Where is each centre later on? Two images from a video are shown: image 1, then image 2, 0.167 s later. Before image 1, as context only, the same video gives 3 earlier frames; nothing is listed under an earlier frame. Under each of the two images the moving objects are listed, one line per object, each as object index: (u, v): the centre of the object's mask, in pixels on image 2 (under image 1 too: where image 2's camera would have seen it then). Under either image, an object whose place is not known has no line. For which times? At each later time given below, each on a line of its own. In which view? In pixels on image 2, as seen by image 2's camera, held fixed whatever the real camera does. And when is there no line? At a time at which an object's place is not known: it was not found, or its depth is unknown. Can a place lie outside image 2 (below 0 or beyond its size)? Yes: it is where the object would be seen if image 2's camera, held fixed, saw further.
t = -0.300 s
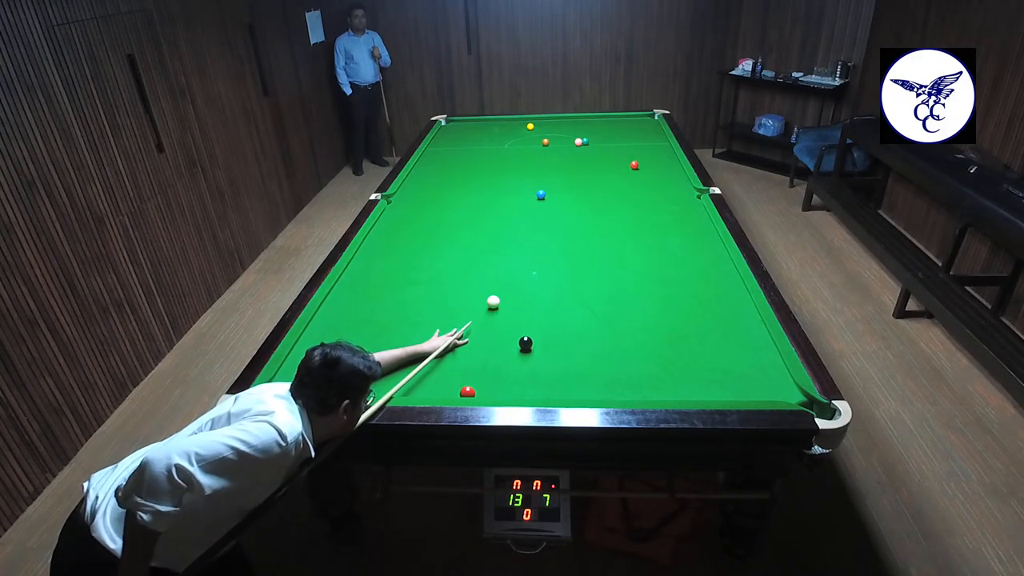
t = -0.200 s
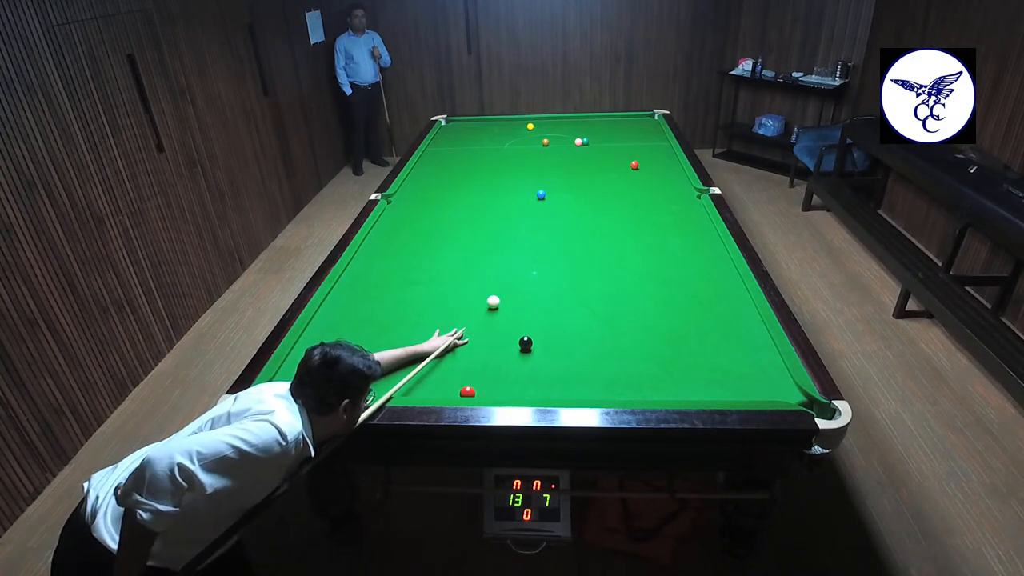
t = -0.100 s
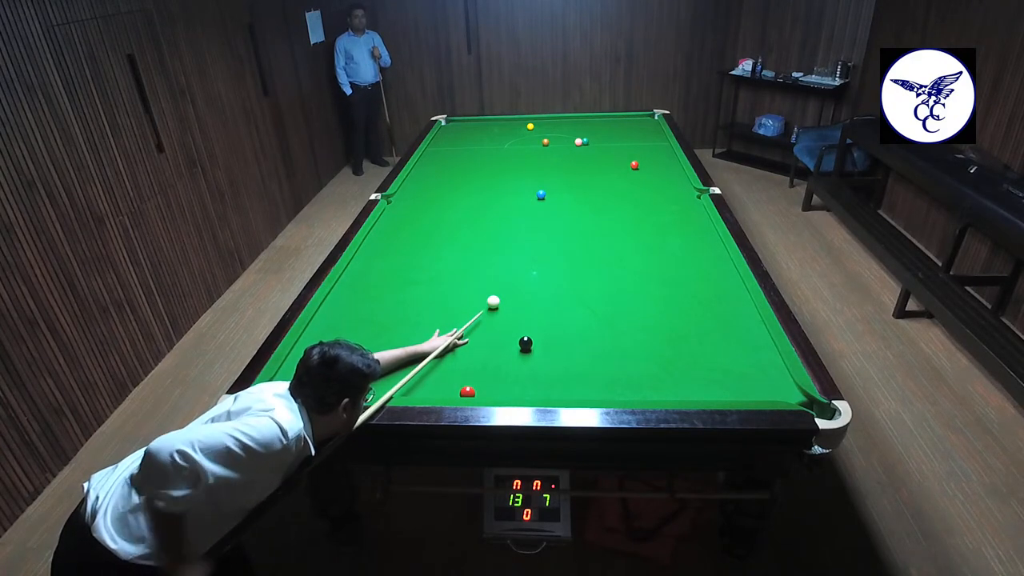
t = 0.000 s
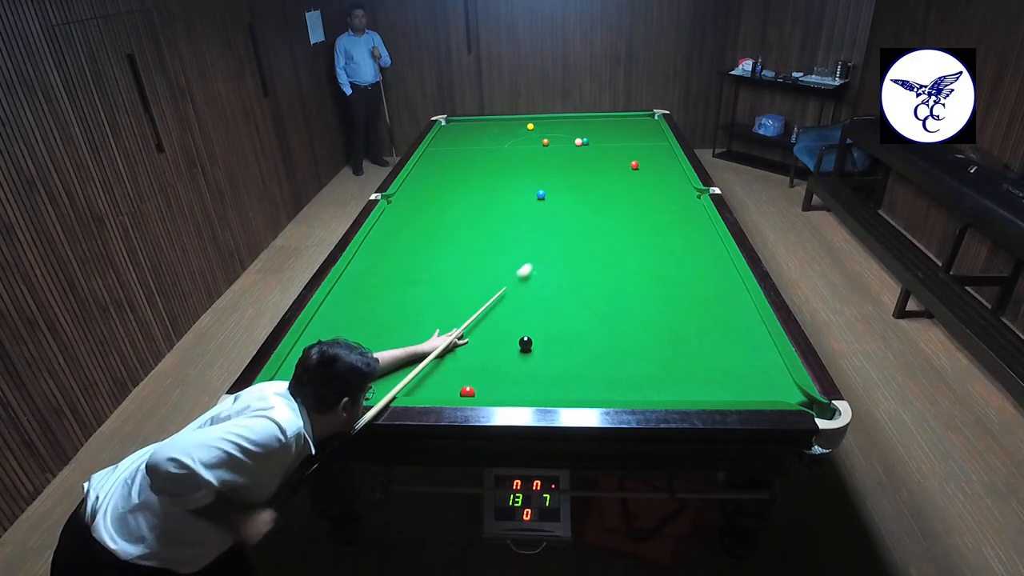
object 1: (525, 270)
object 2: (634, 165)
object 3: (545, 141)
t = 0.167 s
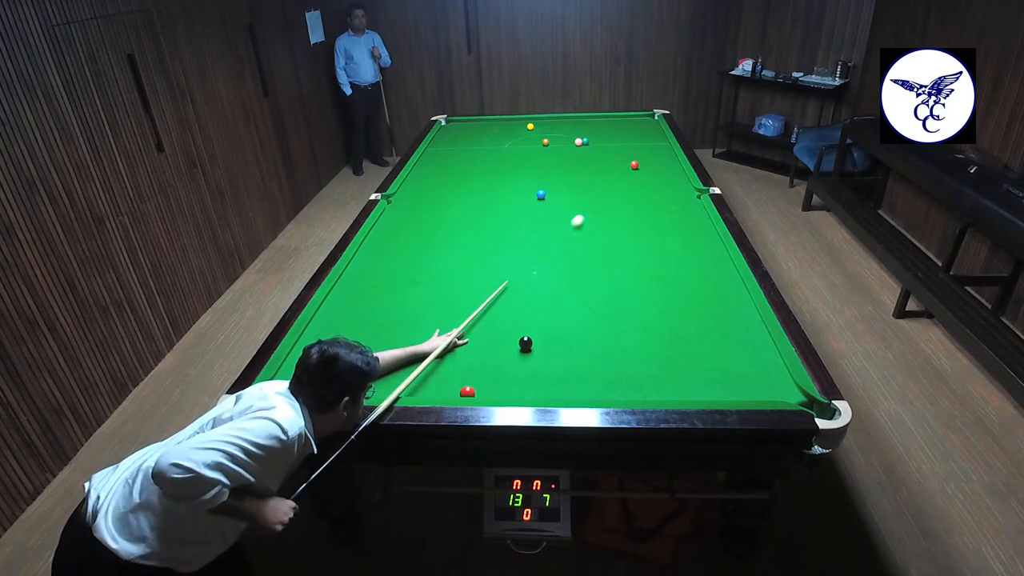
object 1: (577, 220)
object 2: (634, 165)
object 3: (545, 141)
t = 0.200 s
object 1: (585, 213)
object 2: (634, 165)
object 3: (545, 141)
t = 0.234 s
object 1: (593, 206)
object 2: (634, 165)
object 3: (545, 141)
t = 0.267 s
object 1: (600, 199)
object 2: (634, 165)
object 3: (545, 141)
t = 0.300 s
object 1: (606, 193)
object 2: (634, 165)
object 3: (545, 141)
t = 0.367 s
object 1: (618, 182)
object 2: (634, 165)
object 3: (545, 141)
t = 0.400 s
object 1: (624, 176)
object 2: (634, 165)
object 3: (545, 141)
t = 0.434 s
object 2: (635, 164)
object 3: (545, 141)
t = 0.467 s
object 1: (635, 167)
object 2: (634, 162)
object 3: (545, 141)
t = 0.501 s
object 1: (640, 167)
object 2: (634, 160)
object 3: (545, 141)
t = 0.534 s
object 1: (644, 167)
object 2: (635, 156)
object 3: (545, 141)
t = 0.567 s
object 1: (649, 167)
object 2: (635, 152)
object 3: (545, 141)
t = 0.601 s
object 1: (654, 166)
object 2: (635, 148)
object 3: (545, 141)
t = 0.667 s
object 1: (663, 165)
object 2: (636, 142)
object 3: (545, 141)
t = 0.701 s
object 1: (667, 164)
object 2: (636, 139)
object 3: (545, 141)
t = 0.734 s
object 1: (672, 163)
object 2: (636, 136)
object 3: (545, 141)
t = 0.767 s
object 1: (676, 162)
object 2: (636, 134)
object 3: (545, 141)
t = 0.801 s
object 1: (672, 161)
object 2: (636, 131)
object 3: (545, 141)
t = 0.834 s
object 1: (668, 161)
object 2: (637, 129)
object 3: (545, 141)
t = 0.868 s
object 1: (664, 160)
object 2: (637, 126)
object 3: (545, 141)
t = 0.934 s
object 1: (657, 159)
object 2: (637, 123)
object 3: (545, 141)
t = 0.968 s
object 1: (654, 159)
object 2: (637, 120)
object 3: (545, 141)
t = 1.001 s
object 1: (651, 158)
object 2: (637, 119)
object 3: (545, 141)
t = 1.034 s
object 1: (647, 157)
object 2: (637, 117)
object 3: (545, 141)
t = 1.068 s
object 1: (644, 157)
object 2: (638, 116)
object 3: (545, 141)
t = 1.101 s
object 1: (641, 156)
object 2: (639, 117)
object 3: (545, 141)
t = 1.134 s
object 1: (638, 156)
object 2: (641, 119)
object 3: (545, 141)
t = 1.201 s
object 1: (632, 155)
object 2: (643, 122)
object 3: (545, 141)
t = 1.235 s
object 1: (628, 154)
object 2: (645, 123)
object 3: (545, 141)
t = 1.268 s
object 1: (625, 154)
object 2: (646, 125)
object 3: (545, 141)
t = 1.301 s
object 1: (622, 153)
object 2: (648, 126)
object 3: (545, 141)
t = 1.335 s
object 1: (619, 153)
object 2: (649, 127)
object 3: (545, 141)
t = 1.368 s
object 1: (616, 152)
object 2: (651, 129)
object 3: (545, 141)
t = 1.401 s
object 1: (614, 152)
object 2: (652, 131)
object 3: (545, 141)
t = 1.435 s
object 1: (611, 151)
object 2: (654, 132)
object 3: (545, 141)
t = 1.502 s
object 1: (605, 150)
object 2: (657, 135)
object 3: (545, 141)
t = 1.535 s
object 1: (602, 150)
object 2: (658, 136)
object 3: (545, 141)
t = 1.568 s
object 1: (600, 150)
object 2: (660, 138)
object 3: (545, 141)
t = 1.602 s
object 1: (597, 149)
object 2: (661, 139)
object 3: (545, 141)
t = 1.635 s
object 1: (594, 149)
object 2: (663, 141)
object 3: (545, 141)
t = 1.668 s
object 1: (591, 148)
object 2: (665, 143)
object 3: (545, 141)
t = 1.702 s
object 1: (589, 148)
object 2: (666, 144)
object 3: (545, 141)
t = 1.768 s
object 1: (584, 147)
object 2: (669, 148)
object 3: (545, 141)
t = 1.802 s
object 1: (581, 147)
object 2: (669, 149)
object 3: (545, 141)
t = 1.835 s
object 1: (579, 146)
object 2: (669, 151)
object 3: (545, 141)
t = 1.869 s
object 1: (576, 146)
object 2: (670, 152)
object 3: (545, 142)
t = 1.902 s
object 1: (573, 145)
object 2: (670, 154)
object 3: (545, 142)
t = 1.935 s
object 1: (571, 145)
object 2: (670, 156)
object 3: (545, 141)
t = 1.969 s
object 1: (569, 145)
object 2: (670, 157)
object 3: (545, 142)
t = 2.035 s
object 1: (564, 144)
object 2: (671, 161)
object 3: (545, 142)
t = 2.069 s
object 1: (562, 143)
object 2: (672, 163)
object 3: (545, 142)
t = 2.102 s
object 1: (559, 143)
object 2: (672, 165)
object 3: (545, 142)
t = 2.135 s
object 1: (557, 142)
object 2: (672, 166)
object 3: (545, 142)
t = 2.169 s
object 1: (555, 142)
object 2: (673, 168)
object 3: (545, 142)
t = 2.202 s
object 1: (553, 142)
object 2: (673, 170)
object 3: (545, 142)
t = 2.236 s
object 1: (552, 142)
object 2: (673, 172)
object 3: (543, 142)
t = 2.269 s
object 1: (552, 141)
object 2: (674, 174)
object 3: (542, 142)
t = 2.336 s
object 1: (551, 141)
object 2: (675, 178)
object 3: (539, 142)
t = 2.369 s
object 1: (551, 140)
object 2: (675, 180)
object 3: (538, 142)
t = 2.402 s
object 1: (550, 140)
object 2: (675, 182)
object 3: (536, 142)
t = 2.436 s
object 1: (550, 140)
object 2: (676, 184)
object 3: (535, 142)
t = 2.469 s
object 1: (549, 139)
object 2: (676, 186)
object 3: (534, 142)
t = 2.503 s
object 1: (549, 139)
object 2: (677, 188)
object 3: (532, 142)
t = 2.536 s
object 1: (549, 139)
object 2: (677, 190)
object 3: (531, 142)
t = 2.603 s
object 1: (548, 138)
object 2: (678, 195)
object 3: (528, 142)
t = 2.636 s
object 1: (548, 138)
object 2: (679, 197)
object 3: (527, 142)
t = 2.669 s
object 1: (547, 138)
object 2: (679, 199)
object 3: (526, 142)
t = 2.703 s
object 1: (547, 138)
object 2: (679, 202)
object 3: (525, 142)
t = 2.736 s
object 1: (547, 137)
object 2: (680, 204)
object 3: (523, 142)
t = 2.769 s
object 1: (546, 137)
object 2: (680, 206)
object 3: (522, 142)
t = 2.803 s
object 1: (546, 137)
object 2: (681, 209)
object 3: (521, 142)
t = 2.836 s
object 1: (546, 137)
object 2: (681, 211)
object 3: (520, 142)
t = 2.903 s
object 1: (545, 136)
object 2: (682, 216)
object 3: (518, 142)
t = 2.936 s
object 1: (545, 136)
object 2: (683, 219)
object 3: (516, 142)
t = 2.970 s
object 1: (545, 136)
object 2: (683, 221)
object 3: (515, 142)
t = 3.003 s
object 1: (544, 136)
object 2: (684, 224)
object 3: (515, 142)
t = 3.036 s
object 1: (544, 135)
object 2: (684, 226)
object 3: (513, 142)
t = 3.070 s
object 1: (544, 135)
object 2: (685, 229)
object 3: (512, 142)
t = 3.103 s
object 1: (543, 135)
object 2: (685, 232)
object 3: (511, 142)
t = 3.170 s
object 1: (543, 134)
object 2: (687, 238)
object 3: (509, 142)
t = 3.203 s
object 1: (542, 134)
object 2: (687, 241)
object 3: (508, 142)
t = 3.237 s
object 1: (542, 134)
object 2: (688, 243)
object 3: (507, 142)
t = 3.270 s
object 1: (542, 134)
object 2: (688, 246)
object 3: (506, 142)
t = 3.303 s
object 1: (542, 134)
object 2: (689, 250)
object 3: (505, 142)
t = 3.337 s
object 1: (542, 134)
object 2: (689, 253)
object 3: (504, 142)
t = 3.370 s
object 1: (541, 133)
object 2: (690, 256)
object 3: (503, 142)
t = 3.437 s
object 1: (541, 133)
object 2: (691, 262)
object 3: (502, 142)
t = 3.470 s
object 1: (541, 133)
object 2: (692, 265)
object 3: (500, 141)
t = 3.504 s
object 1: (541, 133)
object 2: (692, 269)
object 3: (500, 141)
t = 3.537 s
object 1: (540, 133)
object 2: (693, 272)
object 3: (499, 142)
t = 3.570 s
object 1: (540, 132)
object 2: (694, 276)
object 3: (498, 142)
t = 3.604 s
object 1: (540, 132)
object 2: (695, 279)
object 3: (497, 142)
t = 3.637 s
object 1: (540, 132)
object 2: (695, 282)
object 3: (496, 141)
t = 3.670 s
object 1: (540, 132)
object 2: (696, 286)
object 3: (496, 141)
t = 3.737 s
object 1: (539, 132)
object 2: (697, 293)
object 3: (494, 142)
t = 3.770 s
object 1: (539, 132)
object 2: (698, 297)
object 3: (493, 141)
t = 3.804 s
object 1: (539, 131)
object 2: (699, 301)
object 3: (492, 142)
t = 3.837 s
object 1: (539, 131)
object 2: (700, 305)
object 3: (492, 142)
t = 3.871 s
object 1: (539, 131)
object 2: (700, 309)
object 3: (491, 141)
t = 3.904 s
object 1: (539, 131)
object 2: (701, 313)
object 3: (490, 141)
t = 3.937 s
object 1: (539, 131)
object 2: (701, 318)
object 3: (489, 141)
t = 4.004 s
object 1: (538, 131)
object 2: (703, 326)
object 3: (488, 141)
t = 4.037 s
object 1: (538, 130)
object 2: (704, 330)
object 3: (487, 141)
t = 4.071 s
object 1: (538, 130)
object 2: (705, 335)
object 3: (487, 141)
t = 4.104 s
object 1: (538, 130)
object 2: (706, 339)
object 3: (486, 141)
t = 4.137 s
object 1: (538, 130)
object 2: (707, 344)
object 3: (486, 141)
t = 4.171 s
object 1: (538, 130)
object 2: (707, 349)
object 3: (485, 141)
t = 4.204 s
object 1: (538, 130)
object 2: (708, 353)
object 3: (485, 141)
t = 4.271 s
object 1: (537, 130)
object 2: (710, 363)
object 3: (483, 141)
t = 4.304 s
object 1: (537, 130)
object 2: (711, 368)
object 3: (483, 141)
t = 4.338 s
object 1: (537, 130)
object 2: (712, 374)
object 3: (482, 141)
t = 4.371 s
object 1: (537, 130)
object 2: (713, 379)
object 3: (482, 141)
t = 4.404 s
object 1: (537, 130)
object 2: (714, 384)
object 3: (481, 141)
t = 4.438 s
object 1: (537, 130)
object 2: (715, 389)
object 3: (481, 141)
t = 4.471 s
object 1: (537, 130)
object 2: (716, 393)
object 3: (480, 141)
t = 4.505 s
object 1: (537, 130)
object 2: (715, 392)
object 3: (480, 141)
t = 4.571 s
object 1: (537, 129)
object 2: (711, 386)
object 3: (479, 141)
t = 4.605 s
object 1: (537, 130)
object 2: (710, 382)
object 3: (479, 141)
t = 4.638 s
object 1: (536, 129)
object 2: (708, 379)
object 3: (478, 141)
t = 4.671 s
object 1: (537, 129)
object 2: (706, 376)
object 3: (478, 141)
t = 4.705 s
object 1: (536, 129)
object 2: (705, 372)
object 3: (477, 141)
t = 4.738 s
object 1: (536, 129)
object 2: (703, 369)
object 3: (477, 141)
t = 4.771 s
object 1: (536, 129)
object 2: (702, 366)
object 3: (477, 141)
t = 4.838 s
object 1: (536, 129)
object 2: (699, 359)
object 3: (476, 141)
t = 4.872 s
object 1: (536, 129)
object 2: (698, 357)
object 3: (476, 141)
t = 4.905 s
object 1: (536, 129)
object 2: (696, 354)
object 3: (475, 141)
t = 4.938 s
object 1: (536, 129)
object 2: (695, 351)
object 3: (475, 141)
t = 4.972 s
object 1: (536, 129)
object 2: (693, 348)
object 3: (475, 141)
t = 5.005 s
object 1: (536, 129)
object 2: (692, 345)
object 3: (475, 141)
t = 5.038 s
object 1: (536, 129)
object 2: (691, 342)
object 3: (474, 141)
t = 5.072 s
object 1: (536, 129)
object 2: (690, 340)
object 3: (474, 141)
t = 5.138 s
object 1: (536, 129)
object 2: (687, 334)
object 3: (474, 141)
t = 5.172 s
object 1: (536, 129)
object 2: (686, 332)
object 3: (474, 141)
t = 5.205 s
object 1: (536, 129)
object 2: (685, 330)
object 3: (473, 141)
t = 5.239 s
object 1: (536, 129)
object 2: (684, 327)
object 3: (473, 141)
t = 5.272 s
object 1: (536, 129)
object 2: (683, 325)
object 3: (473, 141)
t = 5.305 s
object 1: (536, 129)
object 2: (681, 322)
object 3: (473, 141)
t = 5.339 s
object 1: (536, 129)
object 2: (680, 320)
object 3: (473, 141)
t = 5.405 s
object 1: (536, 129)
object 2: (678, 316)
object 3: (473, 141)
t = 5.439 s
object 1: (536, 129)
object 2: (677, 314)
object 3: (472, 141)
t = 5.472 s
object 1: (536, 129)
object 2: (677, 312)
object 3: (472, 141)
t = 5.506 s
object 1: (536, 129)
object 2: (676, 310)
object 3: (472, 141)
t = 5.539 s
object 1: (536, 129)
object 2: (675, 308)
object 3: (472, 141)
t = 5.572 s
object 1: (536, 129)
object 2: (674, 306)
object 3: (472, 141)
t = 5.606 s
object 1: (536, 129)
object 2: (673, 304)
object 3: (472, 141)
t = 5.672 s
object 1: (536, 129)
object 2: (671, 300)
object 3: (472, 141)
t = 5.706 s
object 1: (536, 129)
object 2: (671, 298)
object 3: (472, 141)
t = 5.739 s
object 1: (536, 129)
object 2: (670, 296)
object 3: (472, 141)
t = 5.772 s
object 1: (536, 129)
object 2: (669, 295)
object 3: (472, 141)
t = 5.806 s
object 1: (536, 129)
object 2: (668, 293)
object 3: (472, 141)
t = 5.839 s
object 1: (536, 129)
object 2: (667, 291)
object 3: (472, 141)
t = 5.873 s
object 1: (536, 129)
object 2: (667, 290)
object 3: (472, 141)
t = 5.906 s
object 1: (536, 129)
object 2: (666, 288)
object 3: (472, 141)
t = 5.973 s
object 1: (536, 129)
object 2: (664, 285)
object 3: (472, 141)
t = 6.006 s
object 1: (536, 129)
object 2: (664, 283)
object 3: (472, 141)
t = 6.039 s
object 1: (536, 129)
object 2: (663, 282)
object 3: (472, 141)
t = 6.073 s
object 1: (536, 129)
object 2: (662, 280)
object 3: (472, 141)
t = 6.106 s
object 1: (536, 129)
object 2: (662, 278)
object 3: (472, 141)
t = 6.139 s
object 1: (536, 129)
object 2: (661, 277)
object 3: (472, 141)
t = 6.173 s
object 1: (536, 129)
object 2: (660, 276)
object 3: (472, 141)
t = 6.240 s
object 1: (536, 129)
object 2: (659, 273)
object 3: (472, 141)
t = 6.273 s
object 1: (536, 129)
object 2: (659, 272)
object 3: (472, 141)
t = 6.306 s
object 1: (536, 129)
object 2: (658, 270)
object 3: (472, 141)
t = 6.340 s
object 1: (536, 129)
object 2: (657, 269)
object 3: (472, 141)
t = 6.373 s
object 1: (536, 129)
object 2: (657, 268)
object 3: (472, 141)
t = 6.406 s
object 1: (536, 129)
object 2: (656, 266)
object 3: (472, 141)
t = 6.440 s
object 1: (536, 129)
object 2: (656, 265)
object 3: (472, 141)
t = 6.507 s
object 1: (536, 129)
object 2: (655, 263)
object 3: (472, 141)
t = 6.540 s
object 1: (536, 129)
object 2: (654, 262)
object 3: (472, 141)
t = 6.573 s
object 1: (536, 129)
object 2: (654, 260)
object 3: (472, 141)
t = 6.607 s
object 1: (536, 129)
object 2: (653, 259)
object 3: (472, 141)
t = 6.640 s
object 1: (536, 129)
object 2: (653, 258)
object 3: (472, 141)
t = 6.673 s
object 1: (536, 129)
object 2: (652, 257)
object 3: (472, 141)
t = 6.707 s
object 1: (536, 129)
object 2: (652, 256)
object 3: (472, 141)
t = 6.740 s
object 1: (536, 129)
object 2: (651, 255)
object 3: (472, 141)
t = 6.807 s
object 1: (536, 129)
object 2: (650, 253)
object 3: (472, 141)
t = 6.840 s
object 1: (536, 129)
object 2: (650, 252)
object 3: (472, 141)
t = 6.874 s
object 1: (536, 129)
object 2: (649, 251)
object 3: (472, 141)
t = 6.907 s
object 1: (536, 129)
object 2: (649, 250)
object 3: (472, 141)
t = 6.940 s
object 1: (536, 129)
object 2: (648, 249)
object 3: (472, 141)
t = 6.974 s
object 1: (536, 129)
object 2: (648, 248)
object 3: (472, 141)
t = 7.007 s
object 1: (536, 129)
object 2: (647, 247)
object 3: (472, 141)
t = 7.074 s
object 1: (536, 129)
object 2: (647, 245)
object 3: (472, 141)
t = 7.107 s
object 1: (536, 129)
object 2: (646, 244)
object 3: (472, 141)
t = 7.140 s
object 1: (536, 129)
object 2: (646, 244)
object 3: (472, 141)
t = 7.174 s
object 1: (536, 129)
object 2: (646, 243)
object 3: (472, 141)
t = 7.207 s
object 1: (536, 129)
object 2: (645, 242)
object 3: (472, 141)
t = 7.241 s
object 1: (536, 129)
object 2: (645, 241)
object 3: (472, 141)
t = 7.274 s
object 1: (536, 129)
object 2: (644, 240)
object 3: (472, 141)
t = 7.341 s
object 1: (536, 129)
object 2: (644, 239)
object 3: (472, 141)
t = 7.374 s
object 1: (536, 129)
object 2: (643, 238)
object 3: (472, 141)
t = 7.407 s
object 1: (536, 129)
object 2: (643, 237)
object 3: (472, 141)
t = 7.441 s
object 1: (536, 129)
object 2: (642, 236)
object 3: (472, 141)
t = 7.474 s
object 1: (536, 129)
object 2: (642, 236)
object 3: (472, 141)
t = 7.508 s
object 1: (536, 129)
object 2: (642, 235)
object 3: (472, 141)
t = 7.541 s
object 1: (536, 129)
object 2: (642, 234)
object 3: (472, 141)
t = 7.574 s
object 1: (536, 129)
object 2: (641, 233)
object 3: (472, 141)
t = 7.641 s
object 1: (536, 129)
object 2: (640, 232)
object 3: (472, 141)
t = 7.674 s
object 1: (536, 129)
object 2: (640, 232)
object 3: (472, 141)
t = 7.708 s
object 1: (536, 129)
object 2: (640, 231)
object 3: (472, 141)
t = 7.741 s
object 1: (536, 129)
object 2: (640, 230)
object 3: (472, 141)
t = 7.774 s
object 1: (536, 129)
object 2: (639, 230)
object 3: (472, 141)
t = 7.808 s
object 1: (536, 129)
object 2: (639, 229)
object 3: (472, 141)
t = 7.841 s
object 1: (536, 129)
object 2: (639, 228)
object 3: (472, 141)
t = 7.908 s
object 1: (536, 129)
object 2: (638, 227)
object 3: (472, 141)
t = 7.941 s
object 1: (536, 129)
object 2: (638, 227)
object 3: (472, 141)
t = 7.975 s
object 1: (536, 129)
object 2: (638, 226)
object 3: (472, 141)
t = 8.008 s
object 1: (536, 129)
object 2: (637, 226)
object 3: (472, 141)
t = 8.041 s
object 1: (536, 129)
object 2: (637, 225)
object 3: (472, 141)
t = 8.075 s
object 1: (536, 129)
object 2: (637, 225)
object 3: (472, 141)
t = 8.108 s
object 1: (536, 129)
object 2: (636, 224)
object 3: (472, 141)
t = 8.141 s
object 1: (536, 129)
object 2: (636, 224)
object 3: (472, 141)
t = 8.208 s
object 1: (536, 129)
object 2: (636, 223)
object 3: (472, 141)
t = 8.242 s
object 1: (536, 129)
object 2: (636, 222)
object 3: (472, 141)
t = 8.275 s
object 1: (536, 129)
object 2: (635, 222)
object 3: (472, 141)
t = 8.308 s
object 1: (536, 129)
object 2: (635, 221)
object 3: (472, 141)
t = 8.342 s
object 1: (536, 129)
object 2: (635, 221)
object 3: (472, 141)
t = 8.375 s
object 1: (536, 129)
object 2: (635, 220)
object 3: (472, 141)
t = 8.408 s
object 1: (536, 129)
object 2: (634, 220)
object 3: (472, 141)
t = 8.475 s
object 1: (536, 129)
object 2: (634, 219)
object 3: (472, 141)
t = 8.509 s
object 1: (536, 129)
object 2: (634, 219)
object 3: (472, 141)
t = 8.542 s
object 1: (536, 129)
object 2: (634, 219)
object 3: (472, 141)
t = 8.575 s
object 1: (536, 129)
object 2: (633, 218)
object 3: (472, 141)
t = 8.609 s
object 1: (536, 129)
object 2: (633, 218)
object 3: (472, 141)
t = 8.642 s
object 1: (536, 129)
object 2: (633, 218)
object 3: (472, 141)
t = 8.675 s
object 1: (536, 129)
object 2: (633, 217)
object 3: (472, 141)
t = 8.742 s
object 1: (536, 129)
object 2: (633, 216)
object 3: (472, 141)
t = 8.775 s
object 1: (536, 129)
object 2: (632, 216)
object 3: (472, 141)
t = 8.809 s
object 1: (536, 129)
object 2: (632, 216)
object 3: (472, 141)
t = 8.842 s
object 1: (536, 129)
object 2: (632, 215)
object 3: (472, 141)
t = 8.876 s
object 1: (536, 129)
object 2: (632, 215)
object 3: (472, 141)
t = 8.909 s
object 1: (536, 129)
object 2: (632, 215)
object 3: (472, 141)
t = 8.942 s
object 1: (536, 129)
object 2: (632, 215)
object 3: (472, 141)
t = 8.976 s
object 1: (536, 129)
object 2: (632, 214)
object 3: (472, 141)
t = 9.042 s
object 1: (536, 129)
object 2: (631, 214)
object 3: (472, 141)
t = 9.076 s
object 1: (536, 129)
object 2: (631, 214)
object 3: (472, 141)
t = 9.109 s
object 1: (536, 129)
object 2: (631, 213)
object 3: (472, 141)
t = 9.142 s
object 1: (536, 129)
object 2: (631, 213)
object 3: (472, 141)
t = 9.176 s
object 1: (536, 129)
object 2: (631, 213)
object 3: (472, 141)
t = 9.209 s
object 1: (536, 129)
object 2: (631, 213)
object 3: (472, 141)
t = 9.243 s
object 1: (536, 129)
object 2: (631, 213)
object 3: (472, 141)
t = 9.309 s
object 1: (536, 129)
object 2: (631, 212)
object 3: (472, 141)
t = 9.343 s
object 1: (536, 129)
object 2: (631, 212)
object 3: (472, 141)
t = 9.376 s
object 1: (536, 129)
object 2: (630, 212)
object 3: (472, 141)
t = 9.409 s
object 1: (536, 129)
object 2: (631, 212)
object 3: (472, 141)
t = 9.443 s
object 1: (536, 129)
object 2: (630, 211)
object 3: (472, 141)
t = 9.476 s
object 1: (536, 129)
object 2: (630, 211)
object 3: (472, 141)
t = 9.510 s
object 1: (536, 129)
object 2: (630, 211)
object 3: (472, 141)
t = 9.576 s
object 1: (536, 129)
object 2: (630, 211)
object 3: (472, 141)
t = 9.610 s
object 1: (536, 129)
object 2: (630, 211)
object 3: (472, 141)
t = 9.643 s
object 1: (536, 129)
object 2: (630, 211)
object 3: (472, 141)
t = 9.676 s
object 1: (536, 129)
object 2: (630, 211)
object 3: (472, 141)
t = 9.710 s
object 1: (536, 129)
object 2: (630, 211)
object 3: (472, 141)
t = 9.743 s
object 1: (536, 129)
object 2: (630, 210)
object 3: (472, 141)
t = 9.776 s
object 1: (536, 129)
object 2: (630, 210)
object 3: (472, 141)
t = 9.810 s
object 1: (536, 129)
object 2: (630, 210)
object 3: (472, 141)
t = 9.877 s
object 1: (536, 129)
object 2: (630, 210)
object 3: (472, 141)
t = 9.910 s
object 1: (536, 129)
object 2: (630, 210)
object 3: (472, 141)
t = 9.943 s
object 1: (536, 129)
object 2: (630, 210)
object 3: (472, 141)
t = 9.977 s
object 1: (536, 129)
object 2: (630, 210)
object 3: (472, 141)
